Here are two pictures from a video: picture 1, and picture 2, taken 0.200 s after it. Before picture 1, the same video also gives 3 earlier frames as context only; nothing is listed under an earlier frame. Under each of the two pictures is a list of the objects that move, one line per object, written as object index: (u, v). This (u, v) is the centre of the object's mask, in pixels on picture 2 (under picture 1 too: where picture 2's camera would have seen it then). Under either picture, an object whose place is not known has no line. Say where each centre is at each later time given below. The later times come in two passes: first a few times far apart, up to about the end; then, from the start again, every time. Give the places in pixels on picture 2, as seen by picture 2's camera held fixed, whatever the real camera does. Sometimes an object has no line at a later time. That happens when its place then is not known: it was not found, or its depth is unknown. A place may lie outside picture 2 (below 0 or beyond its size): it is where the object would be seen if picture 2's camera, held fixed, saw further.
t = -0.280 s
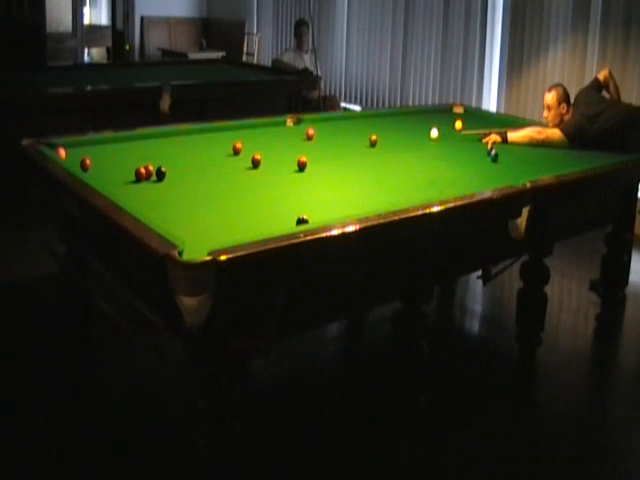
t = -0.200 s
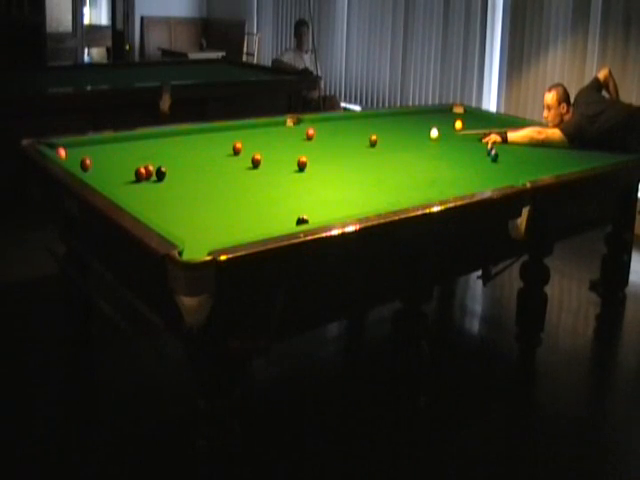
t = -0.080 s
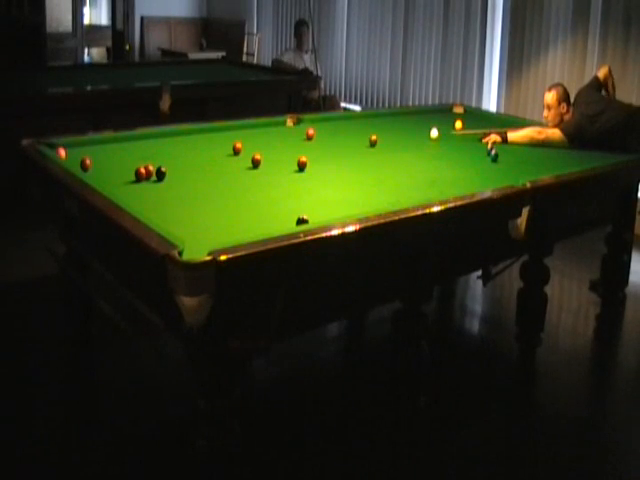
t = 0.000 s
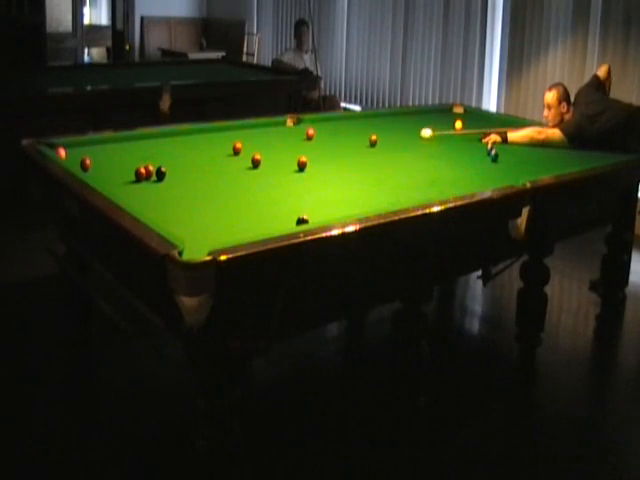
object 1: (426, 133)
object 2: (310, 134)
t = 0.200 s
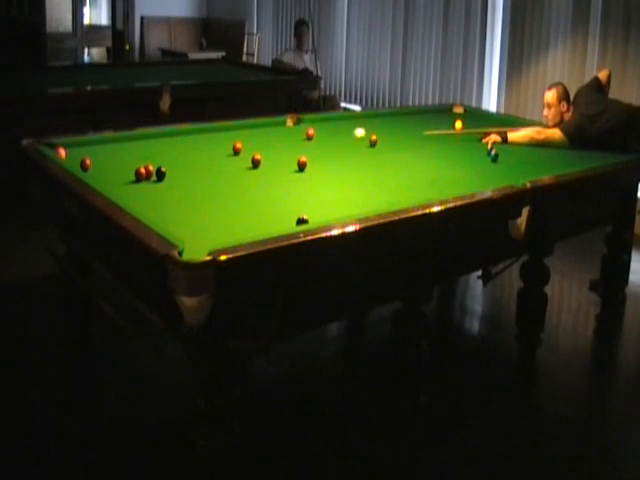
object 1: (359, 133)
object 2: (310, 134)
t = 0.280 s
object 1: (333, 132)
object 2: (310, 133)
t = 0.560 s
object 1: (303, 131)
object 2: (247, 136)
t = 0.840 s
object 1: (277, 129)
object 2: (185, 139)
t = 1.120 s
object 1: (252, 128)
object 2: (122, 142)
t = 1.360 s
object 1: (233, 127)
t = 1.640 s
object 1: (224, 128)
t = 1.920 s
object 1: (219, 130)
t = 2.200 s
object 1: (214, 132)
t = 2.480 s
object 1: (210, 135)
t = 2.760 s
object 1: (206, 136)
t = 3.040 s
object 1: (203, 138)
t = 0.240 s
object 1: (346, 132)
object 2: (310, 134)
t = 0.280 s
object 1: (333, 132)
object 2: (310, 133)
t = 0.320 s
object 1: (320, 133)
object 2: (309, 133)
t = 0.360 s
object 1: (316, 132)
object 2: (301, 134)
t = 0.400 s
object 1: (315, 132)
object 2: (289, 134)
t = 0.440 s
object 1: (312, 132)
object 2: (278, 135)
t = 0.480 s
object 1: (310, 132)
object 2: (267, 136)
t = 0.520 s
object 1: (306, 131)
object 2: (257, 135)
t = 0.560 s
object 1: (303, 131)
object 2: (247, 136)
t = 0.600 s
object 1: (299, 131)
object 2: (238, 136)
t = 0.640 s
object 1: (295, 131)
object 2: (229, 136)
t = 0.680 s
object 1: (291, 130)
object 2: (220, 137)
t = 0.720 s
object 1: (288, 130)
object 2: (211, 138)
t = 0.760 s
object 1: (284, 130)
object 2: (203, 138)
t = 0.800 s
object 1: (280, 130)
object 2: (194, 139)
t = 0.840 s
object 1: (277, 129)
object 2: (185, 139)
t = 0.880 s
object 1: (273, 129)
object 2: (176, 139)
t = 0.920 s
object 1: (269, 129)
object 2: (167, 140)
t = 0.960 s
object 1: (266, 129)
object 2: (158, 140)
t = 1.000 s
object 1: (262, 128)
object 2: (149, 141)
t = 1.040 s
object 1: (259, 128)
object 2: (140, 141)
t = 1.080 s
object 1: (256, 128)
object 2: (131, 141)
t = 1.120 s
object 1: (252, 128)
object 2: (122, 142)
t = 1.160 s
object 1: (249, 128)
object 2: (113, 142)
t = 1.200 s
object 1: (245, 127)
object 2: (104, 143)
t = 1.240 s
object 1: (242, 127)
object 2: (94, 143)
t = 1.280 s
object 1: (239, 127)
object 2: (85, 144)
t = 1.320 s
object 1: (236, 127)
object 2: (76, 144)
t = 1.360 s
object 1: (233, 127)
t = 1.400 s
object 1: (229, 126)
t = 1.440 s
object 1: (228, 126)
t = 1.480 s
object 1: (227, 127)
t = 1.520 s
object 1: (226, 127)
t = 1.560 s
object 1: (226, 127)
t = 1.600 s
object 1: (225, 128)
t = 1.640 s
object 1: (224, 128)
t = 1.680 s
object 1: (223, 128)
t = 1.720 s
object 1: (223, 128)
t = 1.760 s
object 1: (222, 129)
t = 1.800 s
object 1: (221, 129)
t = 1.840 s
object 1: (220, 130)
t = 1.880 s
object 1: (219, 130)
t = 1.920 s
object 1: (219, 130)
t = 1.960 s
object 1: (218, 131)
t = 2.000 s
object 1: (218, 131)
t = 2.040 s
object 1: (217, 131)
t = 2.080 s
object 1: (216, 132)
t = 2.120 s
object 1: (216, 132)
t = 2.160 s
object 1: (215, 132)
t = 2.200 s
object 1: (214, 132)
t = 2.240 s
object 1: (214, 133)
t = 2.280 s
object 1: (213, 133)
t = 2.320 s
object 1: (213, 134)
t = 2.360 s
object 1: (212, 134)
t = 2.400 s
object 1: (211, 134)
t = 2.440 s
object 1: (211, 134)
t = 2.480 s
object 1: (210, 135)
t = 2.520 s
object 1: (210, 135)
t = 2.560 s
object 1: (209, 135)
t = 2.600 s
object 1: (209, 135)
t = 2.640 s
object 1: (208, 136)
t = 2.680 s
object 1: (208, 136)
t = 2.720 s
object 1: (207, 136)
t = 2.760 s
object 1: (206, 136)
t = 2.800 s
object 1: (206, 137)
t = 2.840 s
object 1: (205, 137)
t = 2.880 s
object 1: (205, 137)
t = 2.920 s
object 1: (204, 137)
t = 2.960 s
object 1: (204, 138)
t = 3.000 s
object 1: (203, 138)
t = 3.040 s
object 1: (203, 138)
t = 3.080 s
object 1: (203, 138)
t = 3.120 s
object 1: (202, 139)
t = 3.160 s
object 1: (202, 139)
